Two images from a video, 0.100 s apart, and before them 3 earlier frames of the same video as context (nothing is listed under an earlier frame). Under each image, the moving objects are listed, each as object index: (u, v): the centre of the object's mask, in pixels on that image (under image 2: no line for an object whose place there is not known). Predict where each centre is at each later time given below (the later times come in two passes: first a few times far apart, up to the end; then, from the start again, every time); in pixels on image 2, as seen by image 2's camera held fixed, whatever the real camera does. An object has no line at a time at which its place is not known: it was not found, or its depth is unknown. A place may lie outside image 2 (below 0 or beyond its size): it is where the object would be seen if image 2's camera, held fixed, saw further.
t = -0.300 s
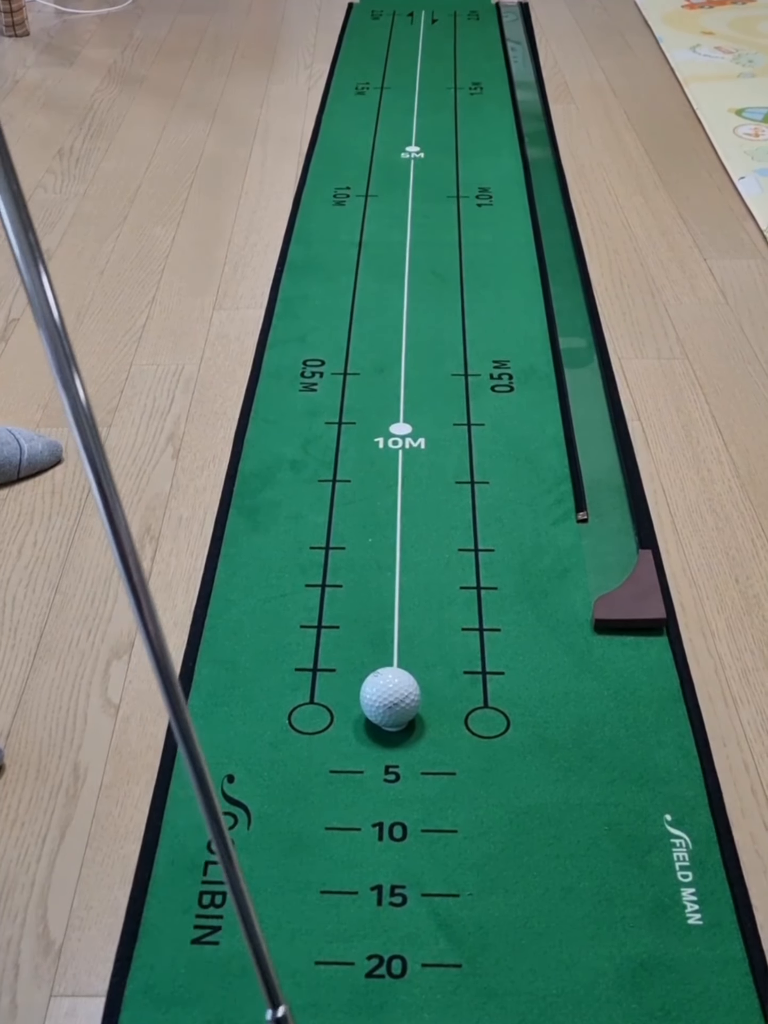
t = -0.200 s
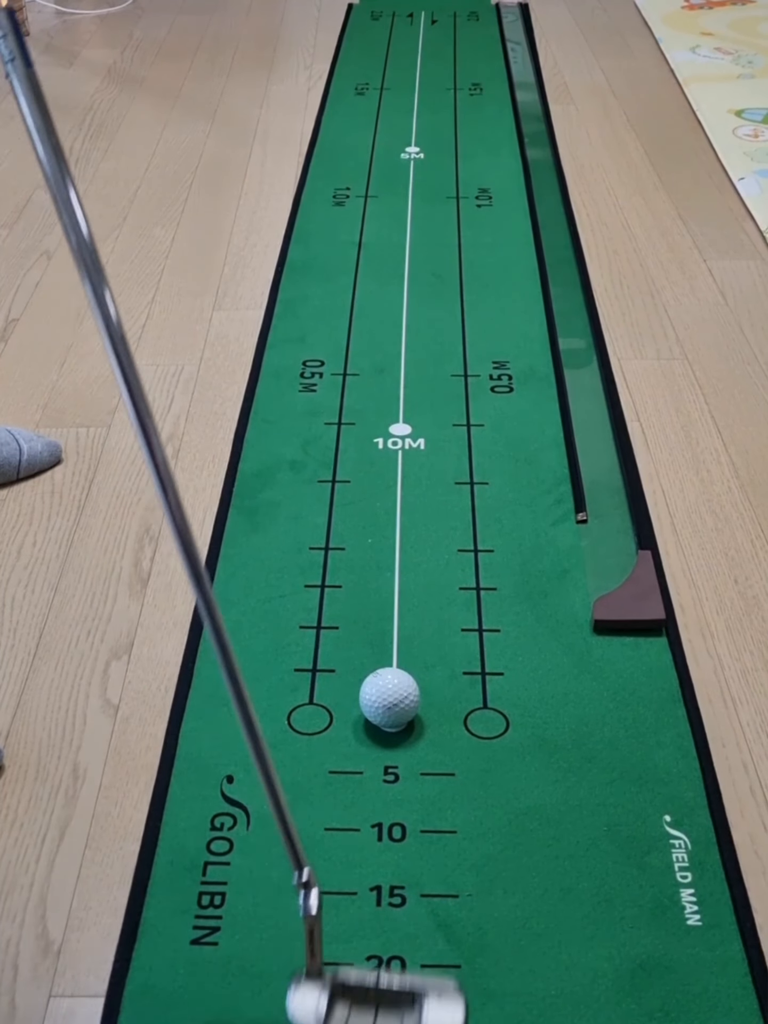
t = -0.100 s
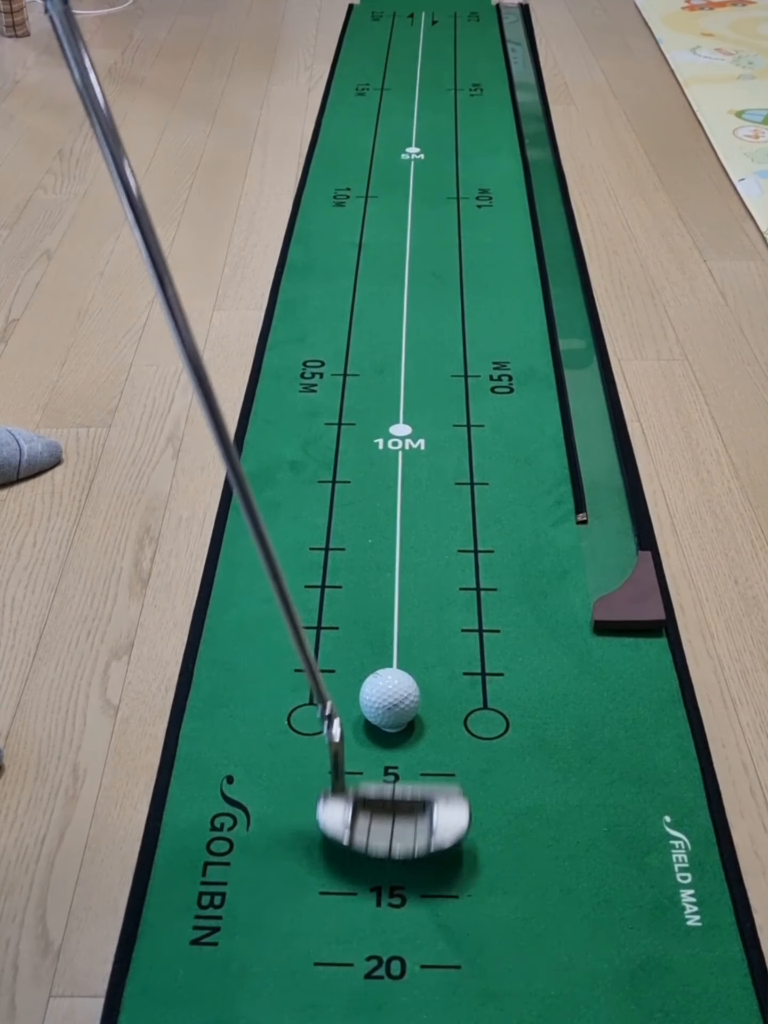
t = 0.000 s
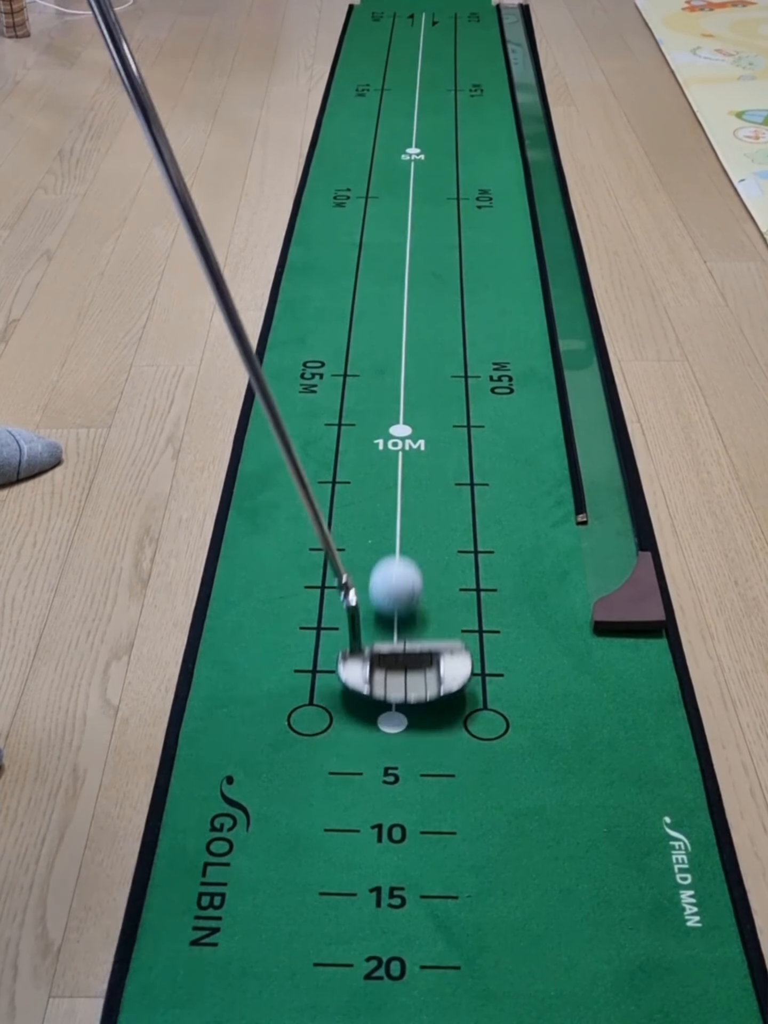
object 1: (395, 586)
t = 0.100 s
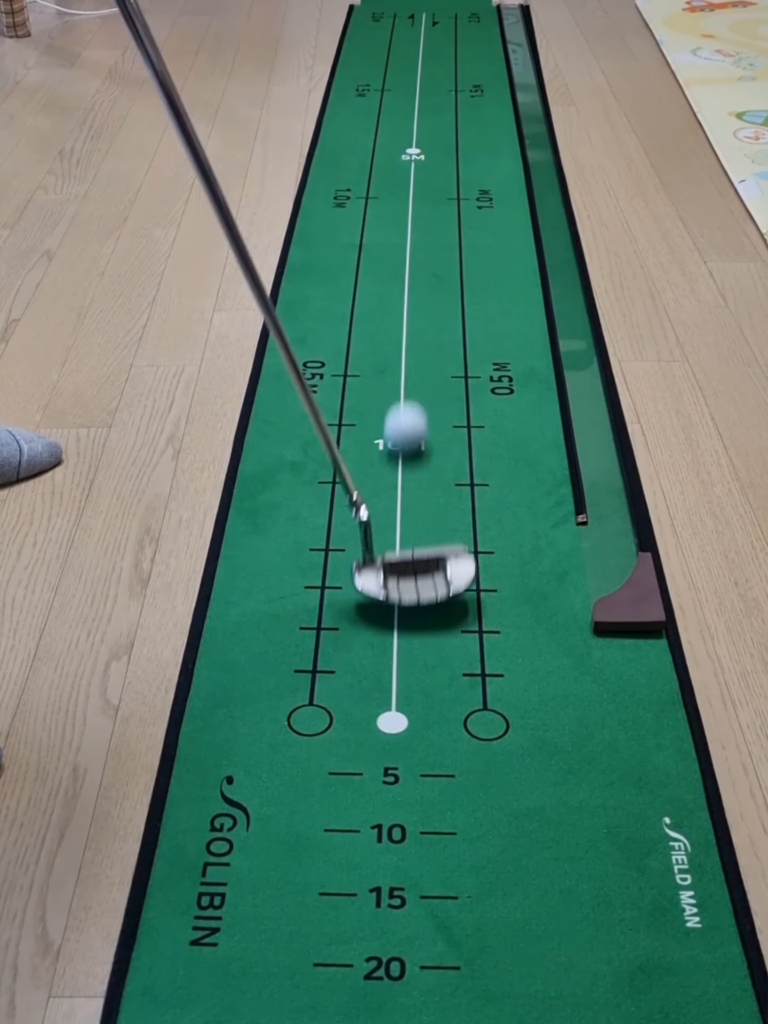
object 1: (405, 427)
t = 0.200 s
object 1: (411, 339)
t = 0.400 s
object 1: (417, 212)
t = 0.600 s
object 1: (422, 127)
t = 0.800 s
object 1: (427, 65)
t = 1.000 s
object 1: (429, 18)
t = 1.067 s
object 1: (430, 6)
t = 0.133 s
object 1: (408, 395)
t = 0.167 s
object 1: (409, 365)
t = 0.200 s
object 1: (411, 339)
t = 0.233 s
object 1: (412, 313)
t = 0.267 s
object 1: (413, 289)
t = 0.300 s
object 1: (415, 269)
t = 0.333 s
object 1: (415, 248)
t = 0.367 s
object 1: (416, 230)
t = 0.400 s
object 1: (417, 212)
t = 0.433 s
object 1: (418, 196)
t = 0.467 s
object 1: (419, 180)
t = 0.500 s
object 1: (419, 166)
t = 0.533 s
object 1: (420, 152)
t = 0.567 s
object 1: (421, 139)
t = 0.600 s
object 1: (422, 127)
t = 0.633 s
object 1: (423, 115)
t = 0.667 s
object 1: (424, 104)
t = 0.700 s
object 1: (425, 94)
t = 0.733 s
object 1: (425, 84)
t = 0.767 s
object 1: (426, 74)
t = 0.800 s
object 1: (427, 65)
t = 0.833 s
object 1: (427, 56)
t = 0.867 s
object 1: (428, 48)
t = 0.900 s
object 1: (428, 40)
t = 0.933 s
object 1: (429, 33)
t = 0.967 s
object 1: (429, 25)
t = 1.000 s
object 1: (429, 18)
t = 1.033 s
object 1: (430, 11)
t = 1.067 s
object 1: (430, 6)
